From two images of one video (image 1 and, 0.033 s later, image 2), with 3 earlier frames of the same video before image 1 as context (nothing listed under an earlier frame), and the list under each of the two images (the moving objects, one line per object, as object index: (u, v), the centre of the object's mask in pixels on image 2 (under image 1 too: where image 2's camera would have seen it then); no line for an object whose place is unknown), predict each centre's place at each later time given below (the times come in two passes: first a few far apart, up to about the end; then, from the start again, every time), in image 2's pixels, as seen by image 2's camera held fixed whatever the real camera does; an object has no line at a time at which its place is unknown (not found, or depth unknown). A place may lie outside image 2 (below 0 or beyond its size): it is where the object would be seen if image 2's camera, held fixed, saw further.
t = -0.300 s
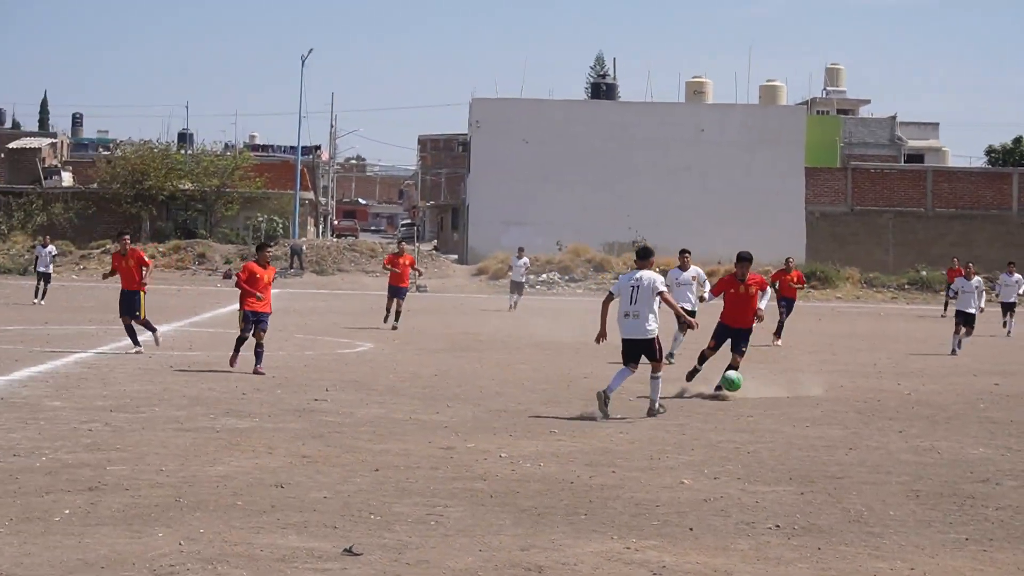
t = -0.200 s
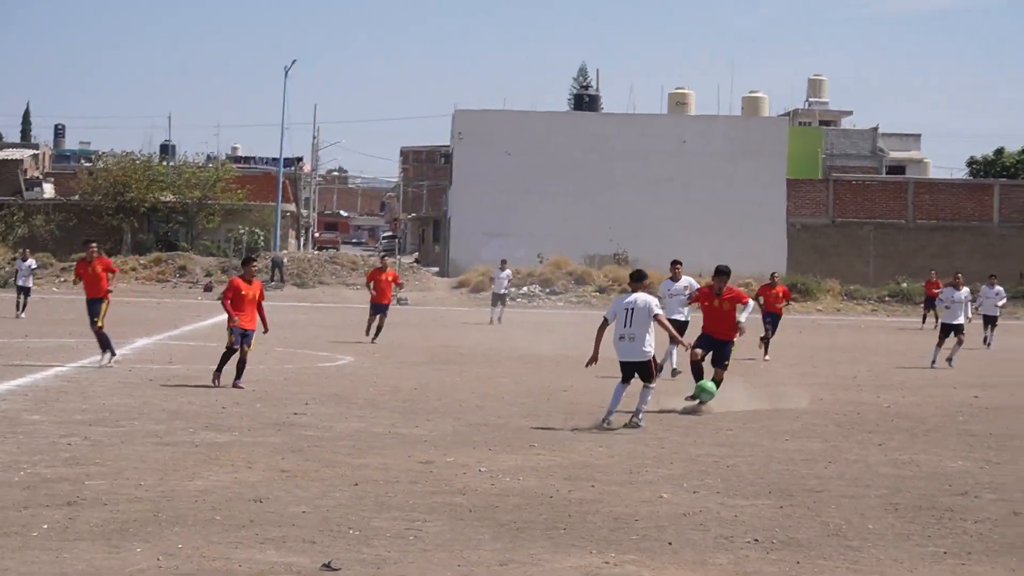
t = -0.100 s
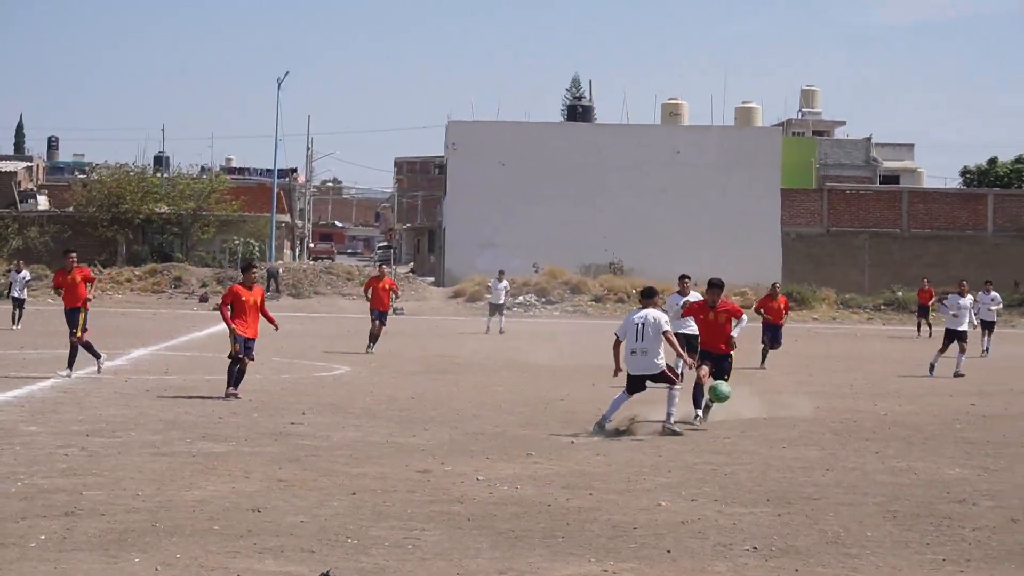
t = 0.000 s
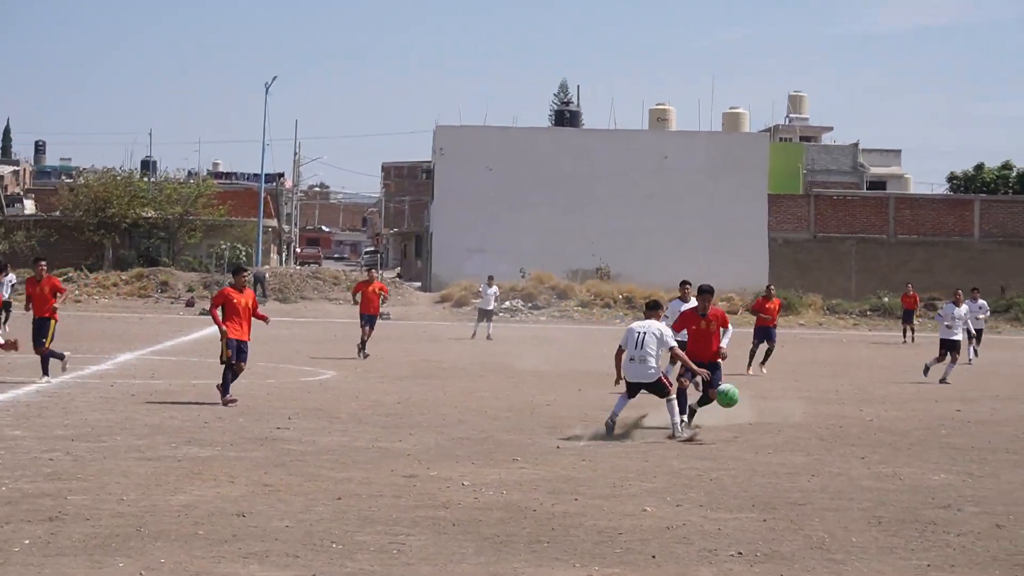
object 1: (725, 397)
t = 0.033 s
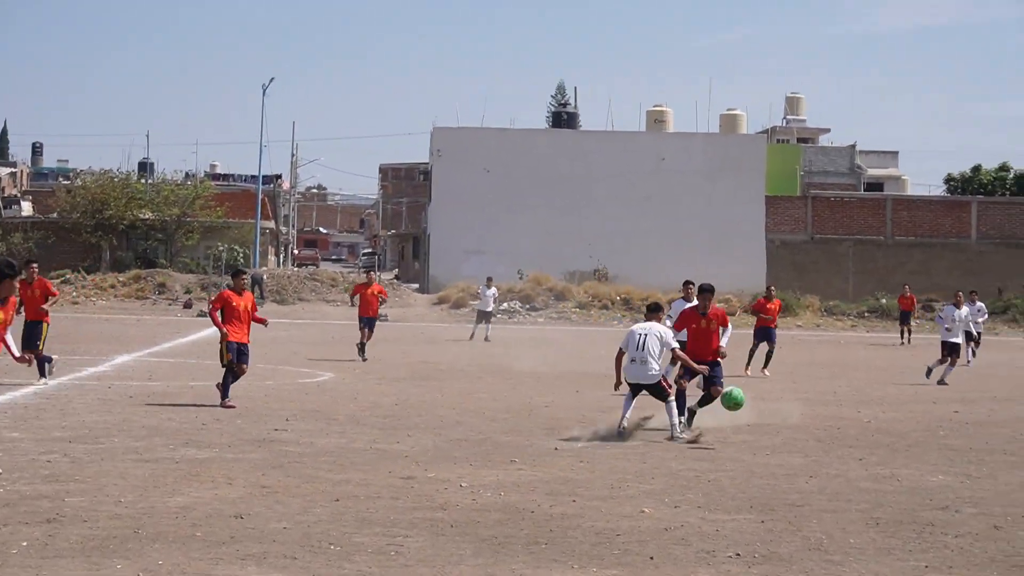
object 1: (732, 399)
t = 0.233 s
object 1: (782, 434)
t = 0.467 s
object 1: (833, 444)
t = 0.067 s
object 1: (740, 401)
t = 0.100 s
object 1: (748, 405)
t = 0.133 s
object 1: (756, 410)
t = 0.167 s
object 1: (764, 417)
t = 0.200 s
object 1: (773, 425)
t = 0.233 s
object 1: (782, 434)
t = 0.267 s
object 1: (790, 446)
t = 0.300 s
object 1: (799, 459)
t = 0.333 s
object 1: (807, 464)
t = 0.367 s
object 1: (813, 457)
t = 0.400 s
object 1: (819, 452)
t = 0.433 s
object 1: (826, 447)
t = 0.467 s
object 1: (833, 444)
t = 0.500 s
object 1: (840, 443)
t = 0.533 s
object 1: (847, 443)
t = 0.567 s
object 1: (854, 446)
